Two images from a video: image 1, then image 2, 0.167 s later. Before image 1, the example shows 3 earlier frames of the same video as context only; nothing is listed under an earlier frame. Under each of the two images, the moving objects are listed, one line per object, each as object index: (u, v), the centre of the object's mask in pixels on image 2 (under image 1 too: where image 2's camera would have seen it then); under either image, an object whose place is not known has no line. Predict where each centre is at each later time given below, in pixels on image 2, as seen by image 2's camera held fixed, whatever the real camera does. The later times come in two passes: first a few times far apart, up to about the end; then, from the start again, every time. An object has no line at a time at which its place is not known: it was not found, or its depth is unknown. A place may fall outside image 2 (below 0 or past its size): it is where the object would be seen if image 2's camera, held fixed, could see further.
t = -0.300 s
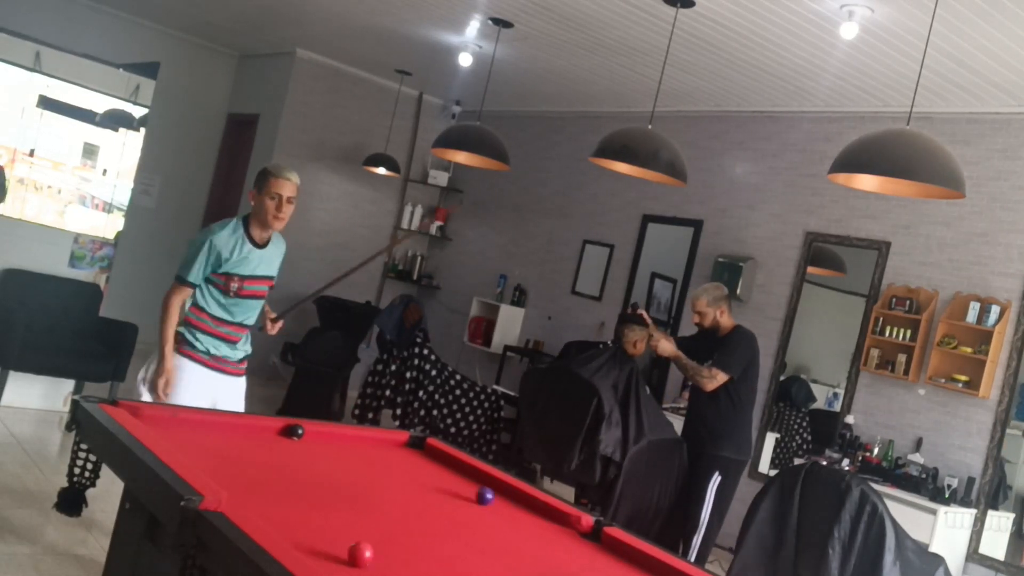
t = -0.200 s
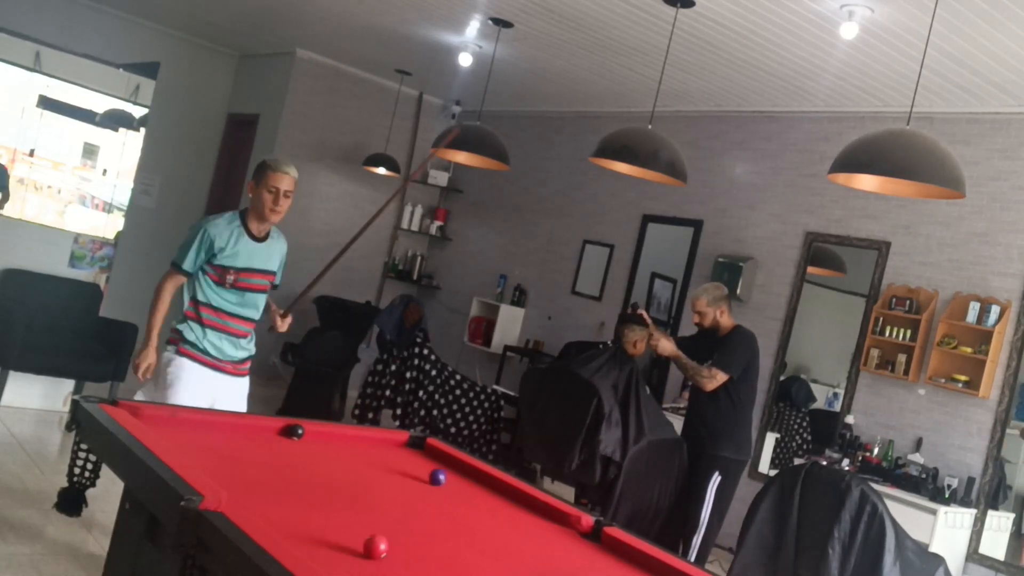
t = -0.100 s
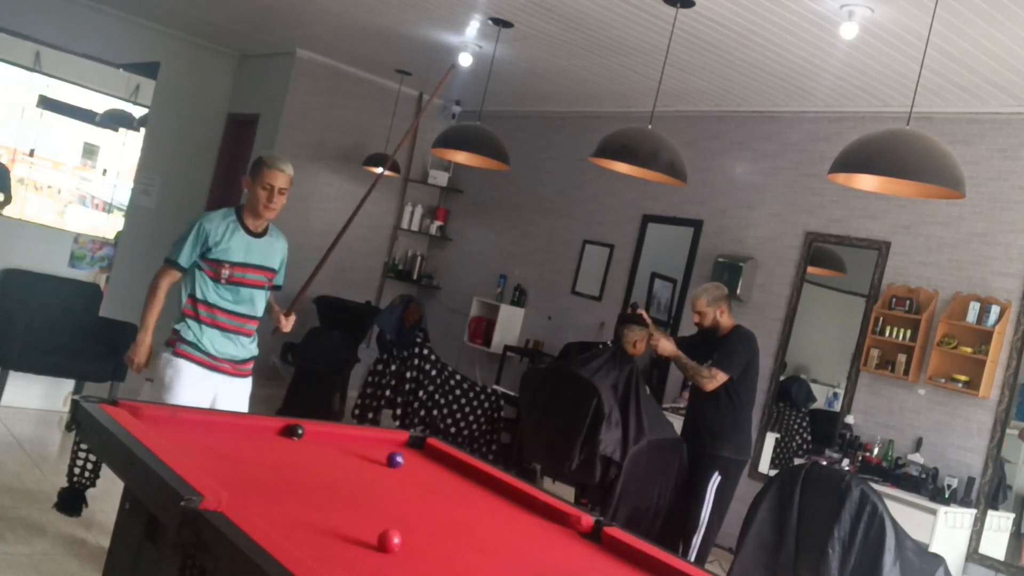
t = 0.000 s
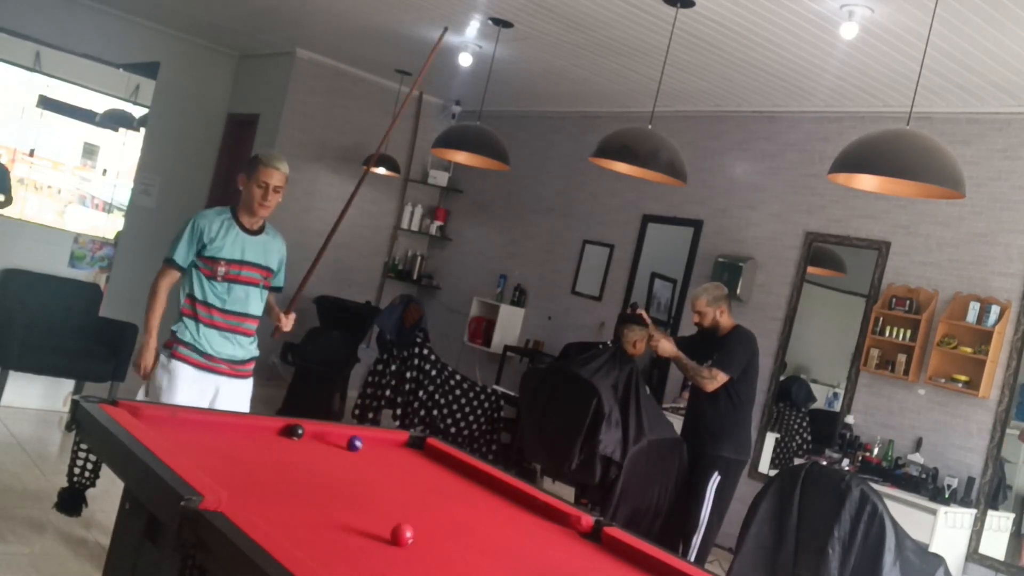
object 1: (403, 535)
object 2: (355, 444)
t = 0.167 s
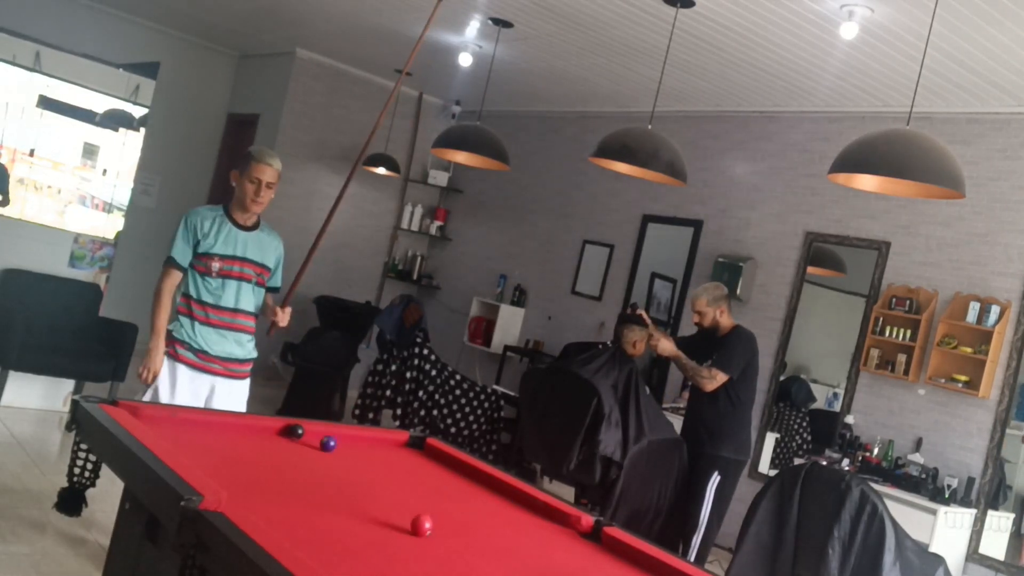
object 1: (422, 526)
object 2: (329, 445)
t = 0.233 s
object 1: (430, 523)
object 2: (326, 450)
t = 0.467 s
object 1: (452, 512)
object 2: (308, 467)
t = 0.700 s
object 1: (472, 503)
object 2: (288, 487)
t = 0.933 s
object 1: (489, 495)
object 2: (266, 512)
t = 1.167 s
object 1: (500, 488)
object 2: (310, 527)
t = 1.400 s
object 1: (471, 481)
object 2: (384, 535)
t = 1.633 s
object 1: (444, 476)
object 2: (450, 542)
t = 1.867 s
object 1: (419, 470)
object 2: (512, 548)
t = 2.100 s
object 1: (396, 464)
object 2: (567, 554)
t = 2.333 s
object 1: (376, 460)
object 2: (618, 559)
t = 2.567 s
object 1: (358, 456)
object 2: (630, 561)
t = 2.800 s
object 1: (342, 452)
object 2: (609, 562)
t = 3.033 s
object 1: (329, 449)
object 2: (589, 562)
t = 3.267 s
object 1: (318, 446)
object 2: (570, 563)
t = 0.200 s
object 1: (426, 524)
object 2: (327, 447)
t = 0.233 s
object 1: (430, 523)
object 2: (326, 450)
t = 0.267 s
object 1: (433, 521)
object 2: (323, 452)
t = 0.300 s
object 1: (436, 520)
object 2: (321, 454)
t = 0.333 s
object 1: (439, 518)
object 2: (318, 456)
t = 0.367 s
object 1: (443, 517)
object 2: (316, 459)
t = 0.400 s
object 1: (446, 515)
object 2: (313, 461)
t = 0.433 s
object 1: (449, 514)
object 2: (311, 464)
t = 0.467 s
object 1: (452, 512)
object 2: (308, 467)
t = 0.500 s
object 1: (455, 511)
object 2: (305, 469)
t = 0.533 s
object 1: (458, 509)
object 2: (302, 472)
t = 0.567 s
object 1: (461, 508)
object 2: (299, 475)
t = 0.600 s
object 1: (464, 506)
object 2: (297, 478)
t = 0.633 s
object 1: (466, 505)
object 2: (294, 481)
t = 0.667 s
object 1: (469, 504)
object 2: (291, 484)
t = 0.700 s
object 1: (472, 503)
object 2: (288, 487)
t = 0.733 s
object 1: (474, 502)
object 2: (285, 491)
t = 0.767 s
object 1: (477, 501)
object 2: (282, 494)
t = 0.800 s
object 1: (479, 500)
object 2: (279, 497)
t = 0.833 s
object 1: (482, 498)
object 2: (276, 501)
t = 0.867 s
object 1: (485, 497)
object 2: (272, 505)
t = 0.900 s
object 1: (487, 496)
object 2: (269, 509)
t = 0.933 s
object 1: (489, 495)
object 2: (266, 512)
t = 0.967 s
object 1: (491, 494)
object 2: (263, 514)
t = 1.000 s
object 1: (494, 493)
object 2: (261, 516)
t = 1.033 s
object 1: (496, 492)
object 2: (264, 518)
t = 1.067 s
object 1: (498, 491)
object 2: (275, 523)
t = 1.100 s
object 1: (500, 490)
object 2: (287, 525)
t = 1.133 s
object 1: (502, 489)
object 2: (299, 527)
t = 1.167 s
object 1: (500, 488)
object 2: (310, 527)
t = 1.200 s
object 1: (496, 487)
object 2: (320, 528)
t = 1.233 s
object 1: (491, 486)
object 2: (333, 527)
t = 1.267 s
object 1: (487, 485)
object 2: (343, 530)
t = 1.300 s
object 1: (484, 484)
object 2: (353, 532)
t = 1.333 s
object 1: (479, 484)
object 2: (363, 533)
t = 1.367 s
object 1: (475, 483)
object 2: (373, 534)
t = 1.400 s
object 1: (471, 481)
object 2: (384, 535)
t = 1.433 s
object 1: (467, 481)
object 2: (393, 536)
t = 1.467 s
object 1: (463, 480)
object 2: (403, 537)
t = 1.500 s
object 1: (459, 479)
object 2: (413, 538)
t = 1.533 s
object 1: (455, 478)
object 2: (423, 539)
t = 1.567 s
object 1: (451, 477)
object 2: (432, 540)
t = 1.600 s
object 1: (447, 476)
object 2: (441, 541)
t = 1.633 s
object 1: (444, 476)
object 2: (450, 542)
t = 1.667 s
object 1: (440, 475)
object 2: (459, 543)
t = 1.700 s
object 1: (437, 474)
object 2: (468, 544)
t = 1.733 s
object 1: (433, 473)
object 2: (477, 545)
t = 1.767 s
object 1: (429, 472)
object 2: (486, 545)
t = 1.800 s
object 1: (426, 471)
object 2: (495, 546)
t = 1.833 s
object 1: (422, 470)
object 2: (503, 547)
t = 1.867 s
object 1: (419, 470)
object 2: (512, 548)
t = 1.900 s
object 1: (416, 469)
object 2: (520, 549)
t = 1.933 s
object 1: (412, 468)
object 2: (528, 550)
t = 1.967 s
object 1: (409, 468)
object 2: (536, 551)
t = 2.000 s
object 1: (406, 467)
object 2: (544, 551)
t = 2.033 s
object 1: (403, 466)
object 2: (552, 552)
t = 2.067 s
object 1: (399, 465)
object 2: (560, 553)
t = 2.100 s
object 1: (396, 464)
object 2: (567, 554)
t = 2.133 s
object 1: (393, 464)
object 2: (575, 554)
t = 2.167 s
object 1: (390, 463)
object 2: (583, 555)
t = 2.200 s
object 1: (387, 463)
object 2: (590, 556)
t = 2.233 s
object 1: (384, 462)
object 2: (597, 556)
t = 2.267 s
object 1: (382, 461)
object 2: (604, 557)
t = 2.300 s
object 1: (379, 461)
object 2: (611, 558)
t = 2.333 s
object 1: (376, 460)
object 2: (618, 559)
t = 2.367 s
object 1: (373, 459)
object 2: (625, 559)
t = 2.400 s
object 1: (371, 459)
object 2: (631, 560)
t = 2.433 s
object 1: (368, 458)
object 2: (638, 561)
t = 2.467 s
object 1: (365, 458)
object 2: (640, 561)
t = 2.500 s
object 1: (363, 457)
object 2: (637, 561)
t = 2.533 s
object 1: (360, 456)
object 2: (633, 561)
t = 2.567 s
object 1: (358, 456)
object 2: (630, 561)
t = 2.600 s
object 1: (355, 456)
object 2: (627, 561)
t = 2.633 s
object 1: (353, 455)
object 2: (624, 561)
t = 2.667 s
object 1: (351, 454)
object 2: (621, 562)
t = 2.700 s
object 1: (349, 453)
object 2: (618, 562)
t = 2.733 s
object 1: (347, 453)
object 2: (615, 561)
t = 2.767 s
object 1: (344, 453)
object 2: (612, 561)
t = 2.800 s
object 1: (342, 452)
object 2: (609, 562)
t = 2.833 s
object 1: (340, 451)
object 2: (606, 562)
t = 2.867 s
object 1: (338, 451)
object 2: (603, 562)
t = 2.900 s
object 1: (336, 451)
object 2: (600, 562)
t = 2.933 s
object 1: (334, 451)
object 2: (597, 562)
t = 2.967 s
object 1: (333, 450)
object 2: (595, 562)
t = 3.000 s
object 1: (331, 449)
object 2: (592, 562)
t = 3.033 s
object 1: (329, 449)
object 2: (589, 562)
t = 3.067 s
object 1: (327, 448)
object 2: (586, 562)
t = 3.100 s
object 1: (325, 448)
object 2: (583, 562)
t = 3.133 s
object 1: (324, 448)
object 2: (580, 562)
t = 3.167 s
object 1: (322, 447)
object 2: (578, 563)
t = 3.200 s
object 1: (321, 447)
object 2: (575, 563)
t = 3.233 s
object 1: (319, 447)
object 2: (572, 563)
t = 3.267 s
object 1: (318, 446)
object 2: (570, 563)
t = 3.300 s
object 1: (316, 446)
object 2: (567, 563)
